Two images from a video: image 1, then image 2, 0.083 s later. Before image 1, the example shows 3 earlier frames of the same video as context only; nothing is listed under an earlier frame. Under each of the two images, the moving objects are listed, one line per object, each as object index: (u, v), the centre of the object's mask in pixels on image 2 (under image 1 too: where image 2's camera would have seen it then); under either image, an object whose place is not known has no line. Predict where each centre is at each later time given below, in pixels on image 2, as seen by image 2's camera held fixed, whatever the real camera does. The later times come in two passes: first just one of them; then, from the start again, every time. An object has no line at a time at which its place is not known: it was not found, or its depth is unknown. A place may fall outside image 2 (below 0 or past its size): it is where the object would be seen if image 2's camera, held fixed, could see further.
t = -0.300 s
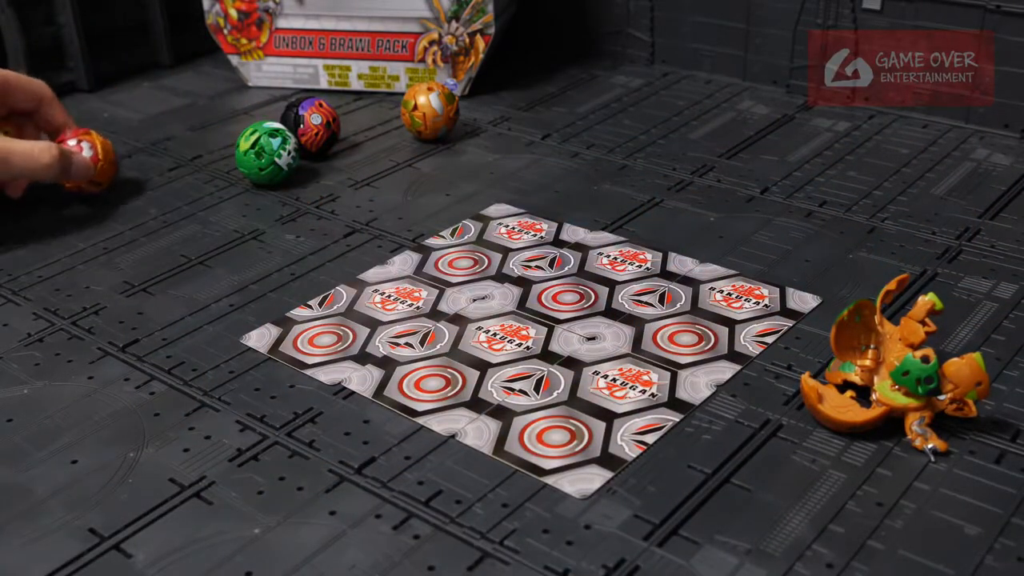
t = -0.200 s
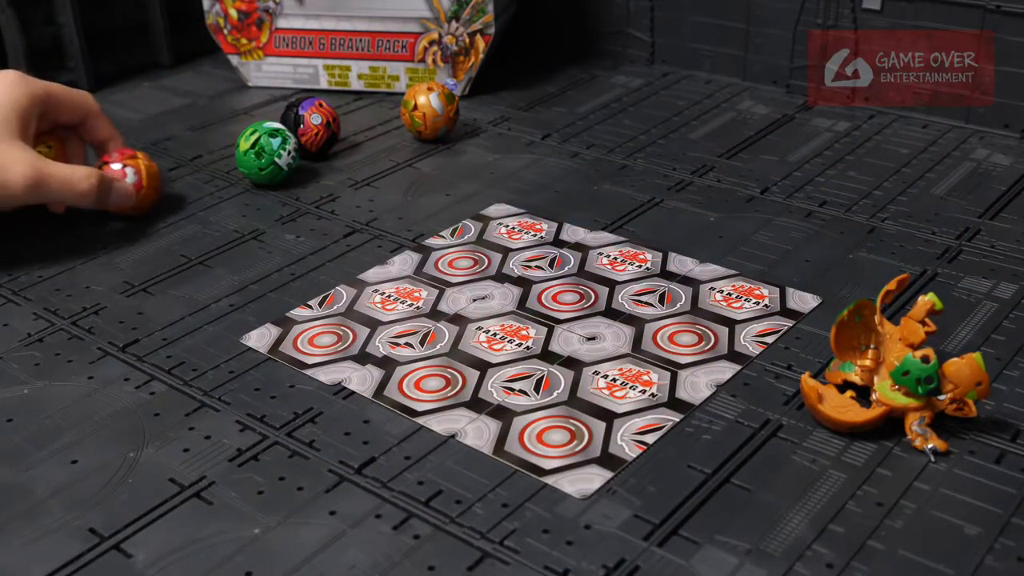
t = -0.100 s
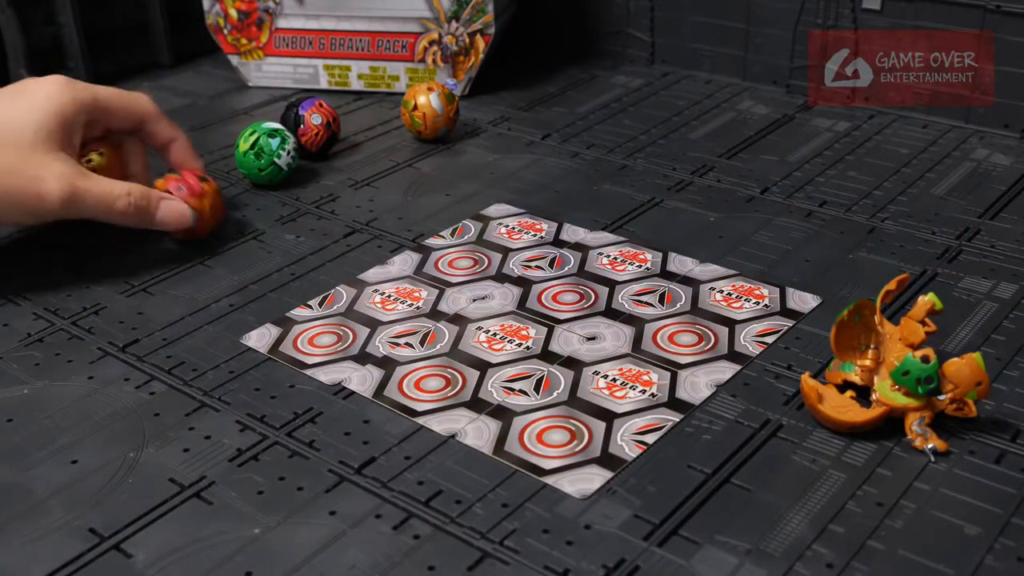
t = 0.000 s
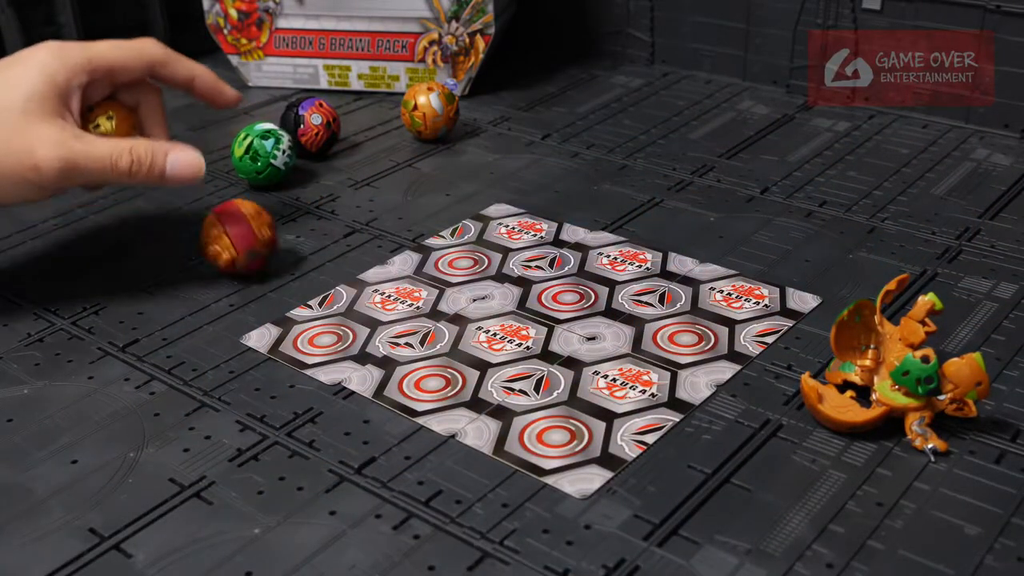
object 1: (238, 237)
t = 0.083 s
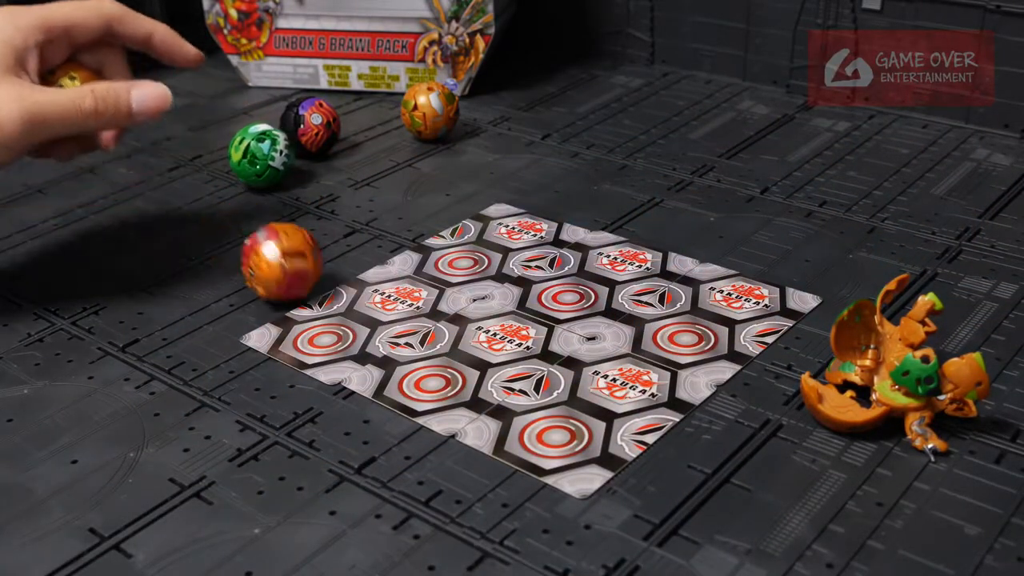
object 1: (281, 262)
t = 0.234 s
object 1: (335, 311)
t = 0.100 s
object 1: (288, 267)
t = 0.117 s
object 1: (293, 270)
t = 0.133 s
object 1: (299, 278)
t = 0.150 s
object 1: (305, 284)
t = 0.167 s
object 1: (310, 291)
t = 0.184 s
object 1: (316, 295)
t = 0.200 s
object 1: (322, 301)
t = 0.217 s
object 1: (328, 307)
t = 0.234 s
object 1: (335, 311)
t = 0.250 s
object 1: (341, 316)
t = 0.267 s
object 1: (348, 322)
